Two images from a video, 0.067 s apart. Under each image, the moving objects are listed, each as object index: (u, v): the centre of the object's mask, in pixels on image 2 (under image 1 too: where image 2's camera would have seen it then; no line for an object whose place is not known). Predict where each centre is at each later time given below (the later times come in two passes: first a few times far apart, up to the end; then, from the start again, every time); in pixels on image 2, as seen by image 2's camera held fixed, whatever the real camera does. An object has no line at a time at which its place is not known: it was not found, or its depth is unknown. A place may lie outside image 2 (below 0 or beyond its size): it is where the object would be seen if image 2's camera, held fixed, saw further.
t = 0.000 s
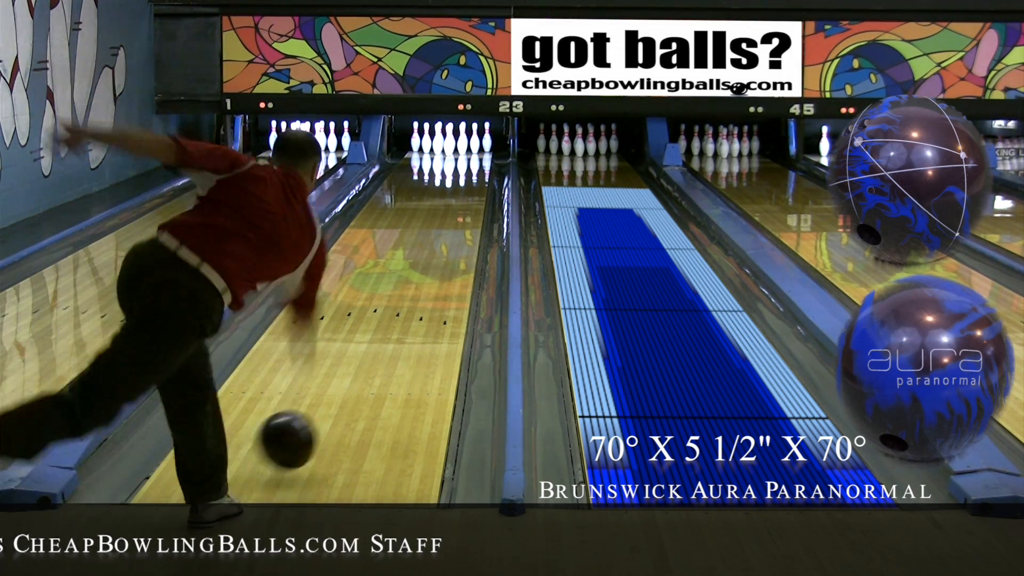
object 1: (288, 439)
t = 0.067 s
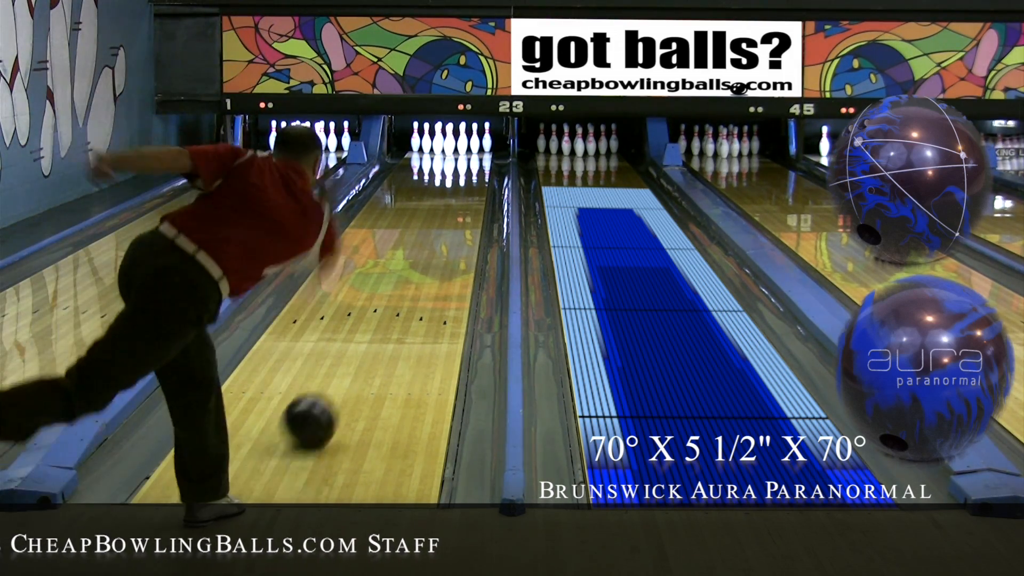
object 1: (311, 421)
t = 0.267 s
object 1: (361, 353)
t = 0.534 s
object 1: (405, 293)
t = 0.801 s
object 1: (435, 250)
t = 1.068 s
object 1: (456, 220)
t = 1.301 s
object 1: (468, 200)
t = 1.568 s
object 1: (476, 181)
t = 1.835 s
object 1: (476, 166)
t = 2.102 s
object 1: (468, 155)
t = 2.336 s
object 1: (458, 148)
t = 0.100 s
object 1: (321, 408)
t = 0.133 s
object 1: (330, 396)
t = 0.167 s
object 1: (338, 384)
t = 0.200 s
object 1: (346, 373)
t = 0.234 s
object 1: (354, 363)
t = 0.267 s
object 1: (361, 353)
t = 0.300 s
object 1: (368, 344)
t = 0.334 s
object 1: (374, 335)
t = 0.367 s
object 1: (380, 327)
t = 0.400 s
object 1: (386, 319)
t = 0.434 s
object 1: (391, 312)
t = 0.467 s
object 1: (396, 305)
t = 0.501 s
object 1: (401, 299)
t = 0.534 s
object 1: (405, 293)
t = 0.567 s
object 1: (410, 287)
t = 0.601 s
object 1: (414, 280)
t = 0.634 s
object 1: (418, 275)
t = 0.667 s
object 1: (422, 270)
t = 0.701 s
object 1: (425, 264)
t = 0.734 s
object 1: (429, 259)
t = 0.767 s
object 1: (432, 255)
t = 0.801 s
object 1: (435, 250)
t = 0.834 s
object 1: (438, 246)
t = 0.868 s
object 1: (441, 242)
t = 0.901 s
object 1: (444, 238)
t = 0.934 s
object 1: (446, 234)
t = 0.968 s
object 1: (449, 230)
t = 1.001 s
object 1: (451, 227)
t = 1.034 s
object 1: (454, 223)
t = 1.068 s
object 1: (456, 220)
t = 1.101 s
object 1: (458, 216)
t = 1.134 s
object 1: (460, 214)
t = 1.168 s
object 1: (462, 210)
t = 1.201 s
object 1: (463, 207)
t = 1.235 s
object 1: (465, 205)
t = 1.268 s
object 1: (466, 202)
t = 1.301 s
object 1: (468, 200)
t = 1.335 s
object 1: (469, 197)
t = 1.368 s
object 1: (470, 195)
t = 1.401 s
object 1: (472, 192)
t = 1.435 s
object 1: (472, 190)
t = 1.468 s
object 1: (474, 188)
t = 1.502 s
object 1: (474, 186)
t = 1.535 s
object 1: (475, 183)
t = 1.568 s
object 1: (476, 181)
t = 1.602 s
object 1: (476, 179)
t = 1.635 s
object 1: (477, 177)
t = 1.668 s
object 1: (477, 175)
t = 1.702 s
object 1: (477, 174)
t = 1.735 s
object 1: (477, 171)
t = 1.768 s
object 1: (477, 170)
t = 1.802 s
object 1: (476, 168)
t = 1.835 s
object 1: (476, 166)
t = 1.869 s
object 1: (476, 165)
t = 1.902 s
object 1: (475, 163)
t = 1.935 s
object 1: (474, 162)
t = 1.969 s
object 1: (473, 161)
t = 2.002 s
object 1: (472, 159)
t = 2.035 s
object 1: (471, 158)
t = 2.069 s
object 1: (470, 157)
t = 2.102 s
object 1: (468, 155)
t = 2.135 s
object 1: (466, 154)
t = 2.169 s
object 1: (465, 153)
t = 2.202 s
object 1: (463, 152)
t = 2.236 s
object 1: (461, 151)
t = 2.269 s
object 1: (460, 149)
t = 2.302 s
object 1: (458, 149)
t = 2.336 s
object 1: (458, 148)
